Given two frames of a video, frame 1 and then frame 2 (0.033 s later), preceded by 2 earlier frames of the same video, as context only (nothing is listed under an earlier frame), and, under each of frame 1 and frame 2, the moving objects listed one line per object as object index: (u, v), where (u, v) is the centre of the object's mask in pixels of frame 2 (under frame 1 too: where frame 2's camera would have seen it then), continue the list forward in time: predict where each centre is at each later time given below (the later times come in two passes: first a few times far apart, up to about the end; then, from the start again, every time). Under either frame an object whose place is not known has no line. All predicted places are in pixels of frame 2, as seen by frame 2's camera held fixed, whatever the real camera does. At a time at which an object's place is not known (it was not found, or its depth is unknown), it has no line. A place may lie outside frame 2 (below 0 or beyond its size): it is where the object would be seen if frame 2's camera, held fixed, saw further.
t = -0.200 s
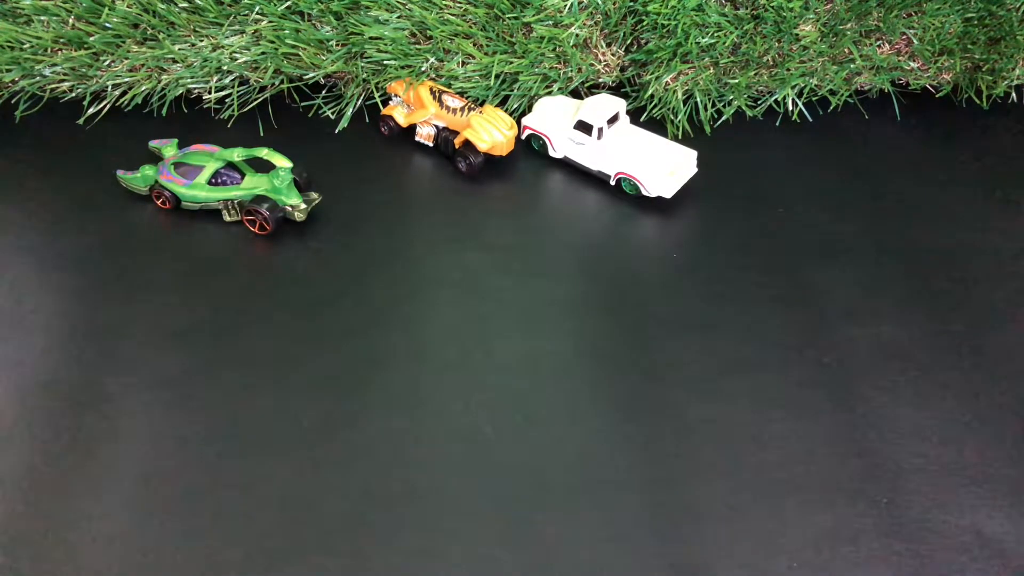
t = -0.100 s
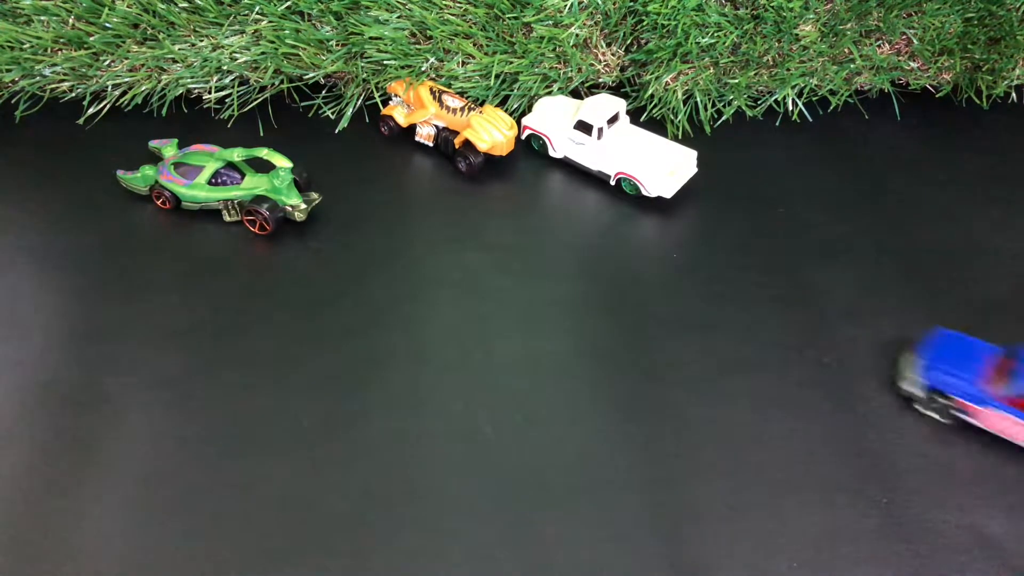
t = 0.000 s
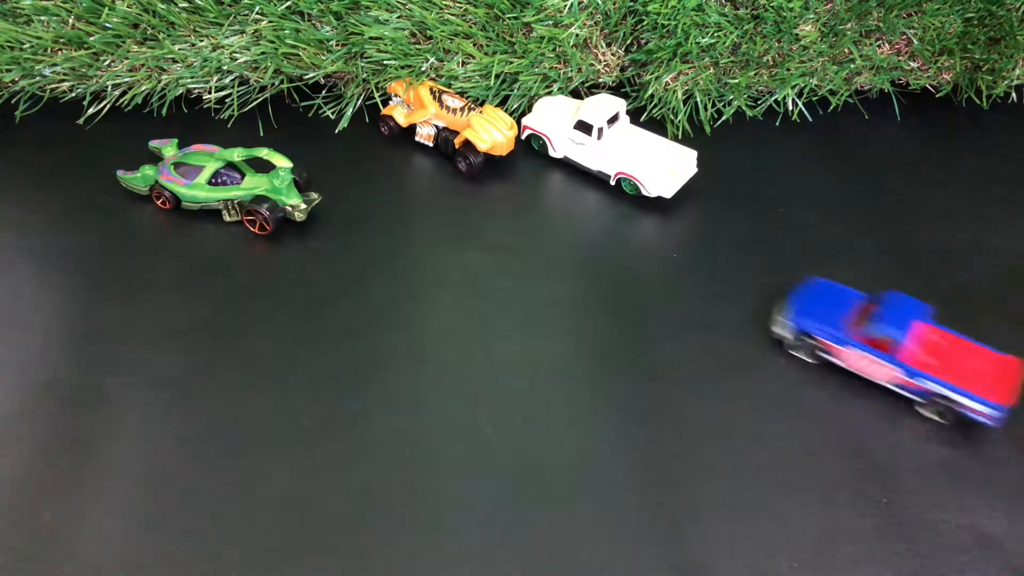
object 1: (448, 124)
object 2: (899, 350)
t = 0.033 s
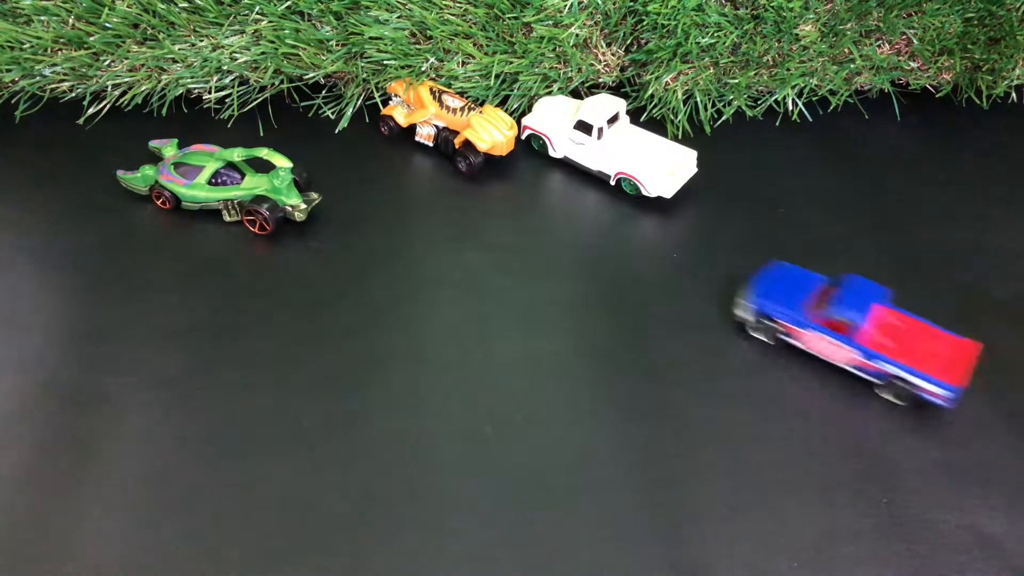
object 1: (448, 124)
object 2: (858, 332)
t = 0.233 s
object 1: (448, 124)
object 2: (658, 247)
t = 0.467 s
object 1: (435, 114)
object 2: (535, 196)
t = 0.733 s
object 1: (443, 120)
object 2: (554, 203)
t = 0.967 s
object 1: (443, 120)
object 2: (565, 208)
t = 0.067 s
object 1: (448, 124)
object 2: (819, 316)
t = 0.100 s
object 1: (449, 123)
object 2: (783, 300)
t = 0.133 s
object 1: (448, 124)
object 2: (749, 285)
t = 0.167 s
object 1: (448, 124)
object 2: (717, 271)
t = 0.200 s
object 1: (448, 124)
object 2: (687, 259)
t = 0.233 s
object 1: (448, 124)
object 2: (658, 247)
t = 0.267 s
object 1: (448, 124)
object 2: (633, 236)
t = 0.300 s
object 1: (449, 124)
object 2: (608, 225)
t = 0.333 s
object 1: (448, 124)
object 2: (584, 214)
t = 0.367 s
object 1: (447, 123)
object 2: (562, 205)
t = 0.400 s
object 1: (443, 118)
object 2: (546, 200)
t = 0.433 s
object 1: (438, 115)
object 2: (538, 197)
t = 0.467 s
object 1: (435, 114)
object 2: (535, 196)
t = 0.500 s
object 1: (436, 115)
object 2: (536, 196)
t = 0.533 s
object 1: (437, 116)
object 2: (538, 197)
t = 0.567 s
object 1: (438, 117)
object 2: (541, 198)
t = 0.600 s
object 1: (440, 117)
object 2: (543, 199)
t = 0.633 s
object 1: (441, 118)
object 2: (546, 200)
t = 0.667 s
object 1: (442, 119)
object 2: (549, 201)
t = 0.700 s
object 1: (443, 119)
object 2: (551, 203)
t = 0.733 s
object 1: (443, 120)
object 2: (554, 203)
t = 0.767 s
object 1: (443, 120)
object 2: (556, 204)
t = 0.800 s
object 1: (444, 120)
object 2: (559, 205)
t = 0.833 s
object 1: (444, 121)
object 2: (561, 206)
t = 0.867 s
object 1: (444, 121)
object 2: (563, 207)
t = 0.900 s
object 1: (444, 121)
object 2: (564, 208)
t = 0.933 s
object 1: (443, 120)
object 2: (565, 208)
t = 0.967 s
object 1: (443, 120)
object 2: (565, 208)
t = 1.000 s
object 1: (443, 120)
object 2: (565, 208)
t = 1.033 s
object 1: (443, 120)
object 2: (565, 208)
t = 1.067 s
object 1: (443, 120)
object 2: (565, 208)
